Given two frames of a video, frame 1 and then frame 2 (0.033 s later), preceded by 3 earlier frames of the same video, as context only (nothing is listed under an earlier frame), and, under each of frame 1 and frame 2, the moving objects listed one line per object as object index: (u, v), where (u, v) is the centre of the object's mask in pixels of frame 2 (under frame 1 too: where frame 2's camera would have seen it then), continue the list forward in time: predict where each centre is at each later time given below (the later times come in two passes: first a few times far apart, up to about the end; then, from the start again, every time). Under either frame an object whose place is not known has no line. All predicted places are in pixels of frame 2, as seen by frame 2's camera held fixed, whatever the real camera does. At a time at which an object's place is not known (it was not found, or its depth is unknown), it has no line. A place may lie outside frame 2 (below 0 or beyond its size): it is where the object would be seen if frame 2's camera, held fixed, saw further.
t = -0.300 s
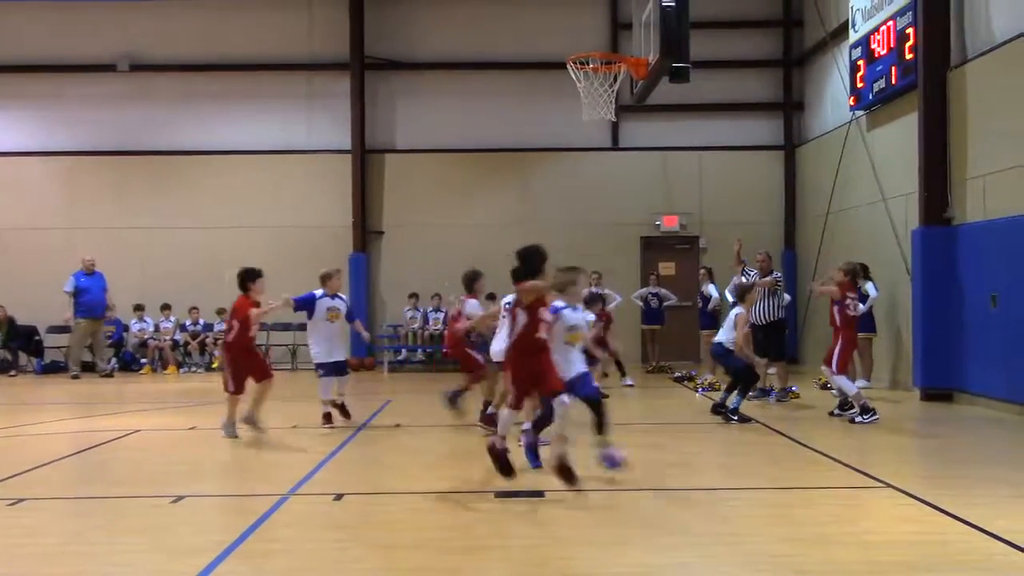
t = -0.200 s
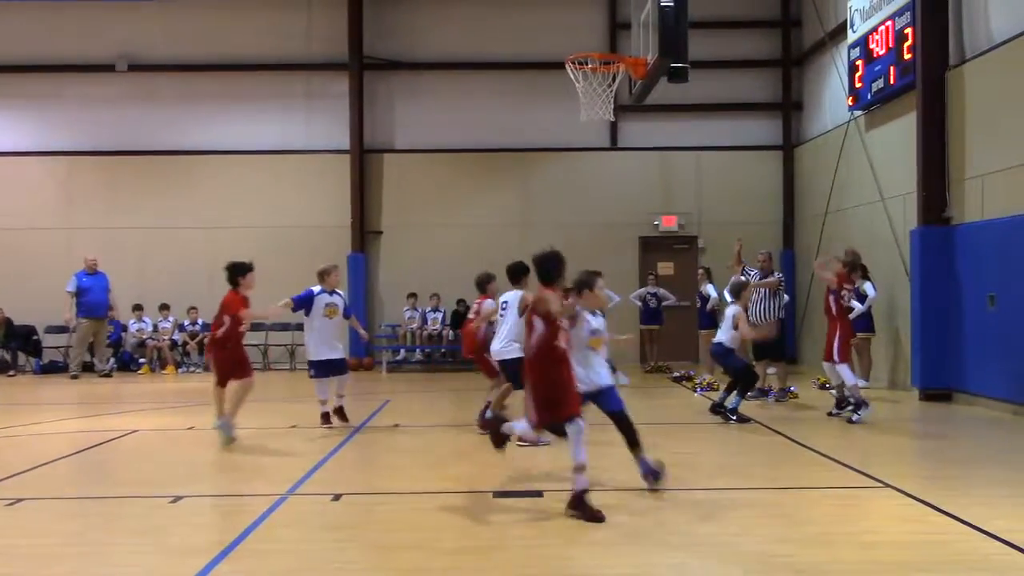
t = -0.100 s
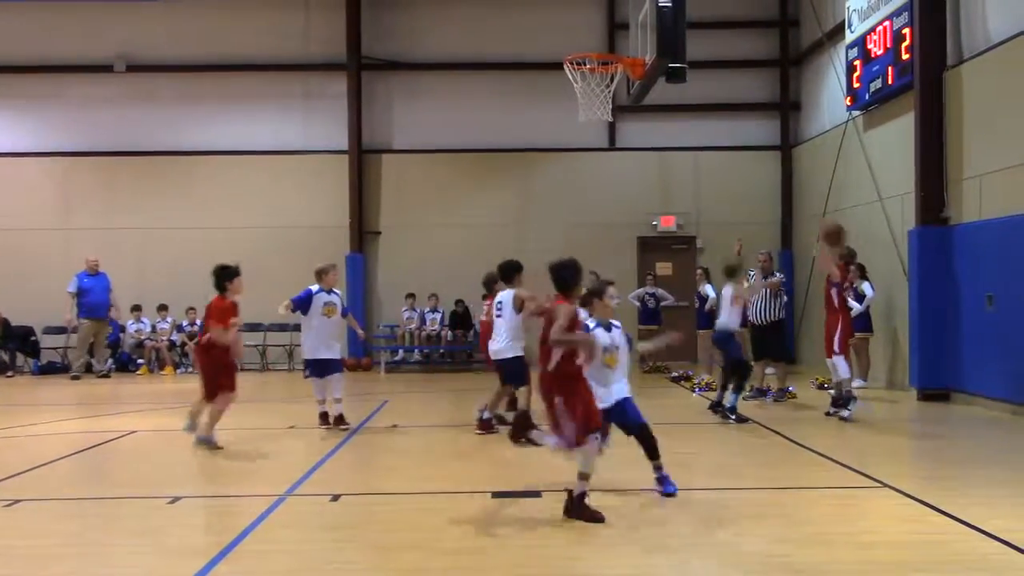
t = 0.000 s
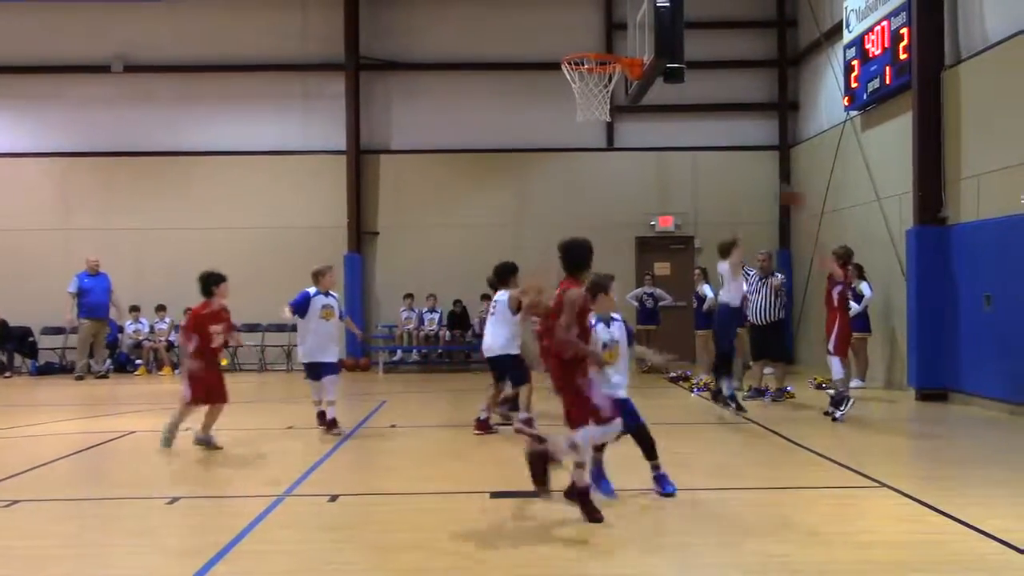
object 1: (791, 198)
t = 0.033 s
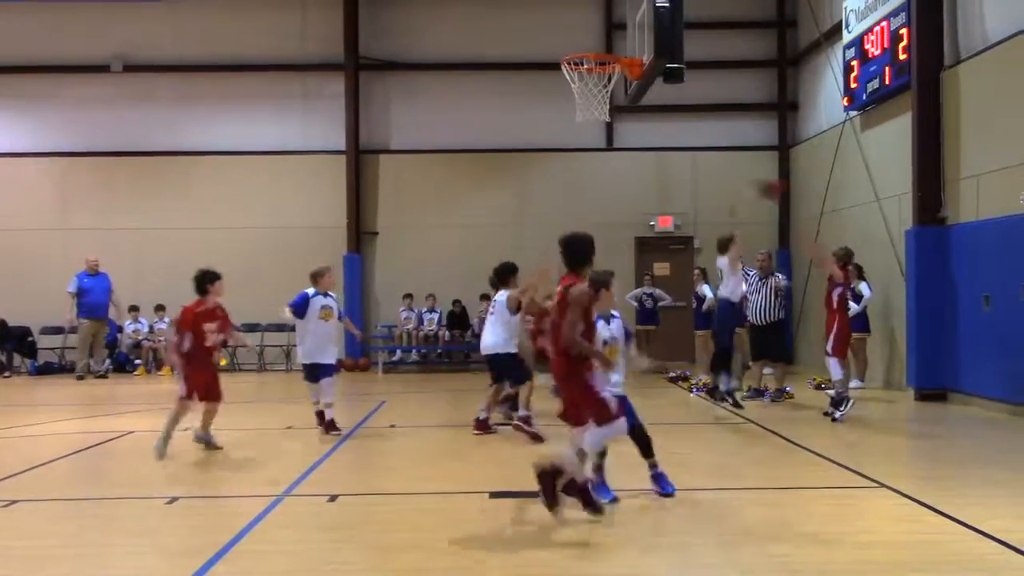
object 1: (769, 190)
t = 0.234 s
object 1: (673, 152)
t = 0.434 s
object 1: (579, 152)
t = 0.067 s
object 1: (755, 179)
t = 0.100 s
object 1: (738, 171)
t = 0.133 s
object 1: (722, 165)
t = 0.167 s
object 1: (704, 159)
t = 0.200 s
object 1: (688, 157)
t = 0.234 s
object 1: (673, 152)
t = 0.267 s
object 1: (656, 149)
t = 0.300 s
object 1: (641, 147)
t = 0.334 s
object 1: (627, 147)
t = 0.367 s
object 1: (609, 148)
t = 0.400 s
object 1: (594, 150)
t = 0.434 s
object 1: (579, 152)
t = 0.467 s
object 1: (566, 156)
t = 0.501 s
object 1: (553, 159)
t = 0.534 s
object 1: (536, 166)
